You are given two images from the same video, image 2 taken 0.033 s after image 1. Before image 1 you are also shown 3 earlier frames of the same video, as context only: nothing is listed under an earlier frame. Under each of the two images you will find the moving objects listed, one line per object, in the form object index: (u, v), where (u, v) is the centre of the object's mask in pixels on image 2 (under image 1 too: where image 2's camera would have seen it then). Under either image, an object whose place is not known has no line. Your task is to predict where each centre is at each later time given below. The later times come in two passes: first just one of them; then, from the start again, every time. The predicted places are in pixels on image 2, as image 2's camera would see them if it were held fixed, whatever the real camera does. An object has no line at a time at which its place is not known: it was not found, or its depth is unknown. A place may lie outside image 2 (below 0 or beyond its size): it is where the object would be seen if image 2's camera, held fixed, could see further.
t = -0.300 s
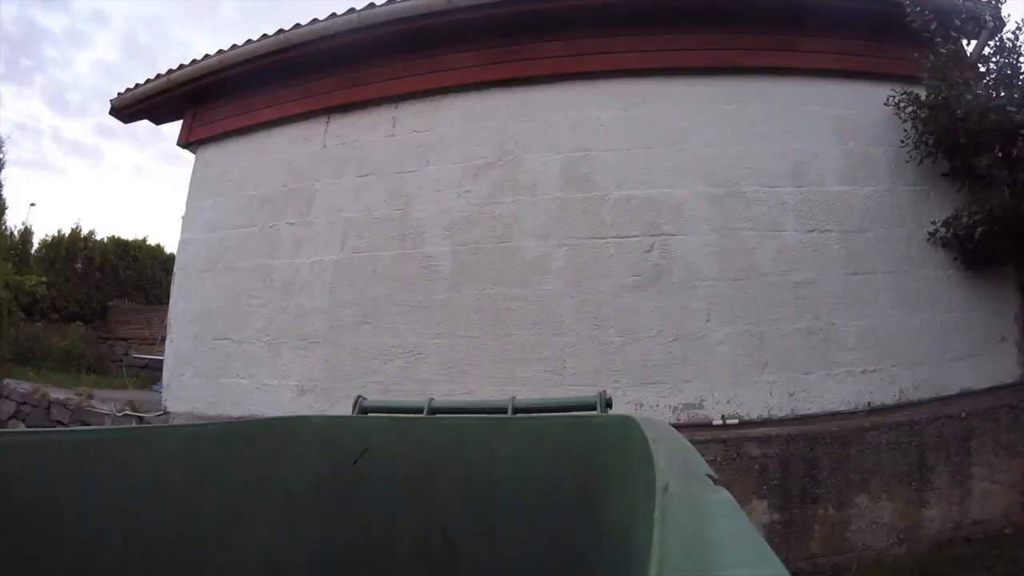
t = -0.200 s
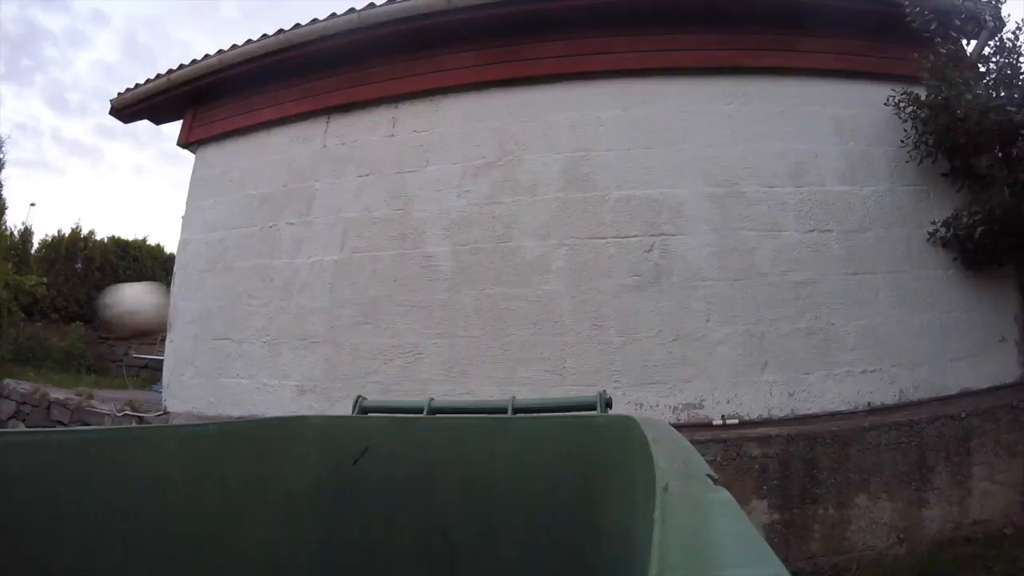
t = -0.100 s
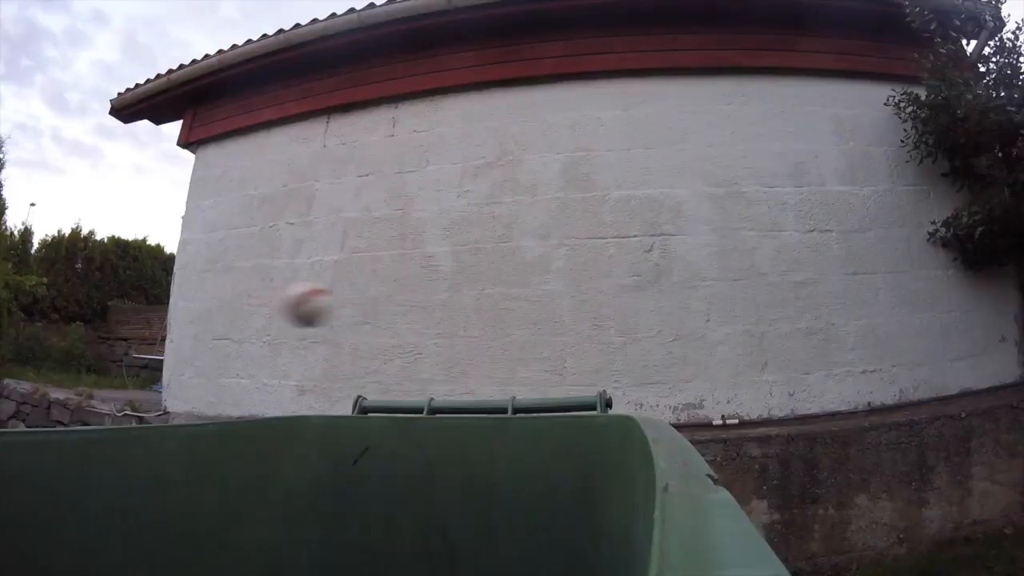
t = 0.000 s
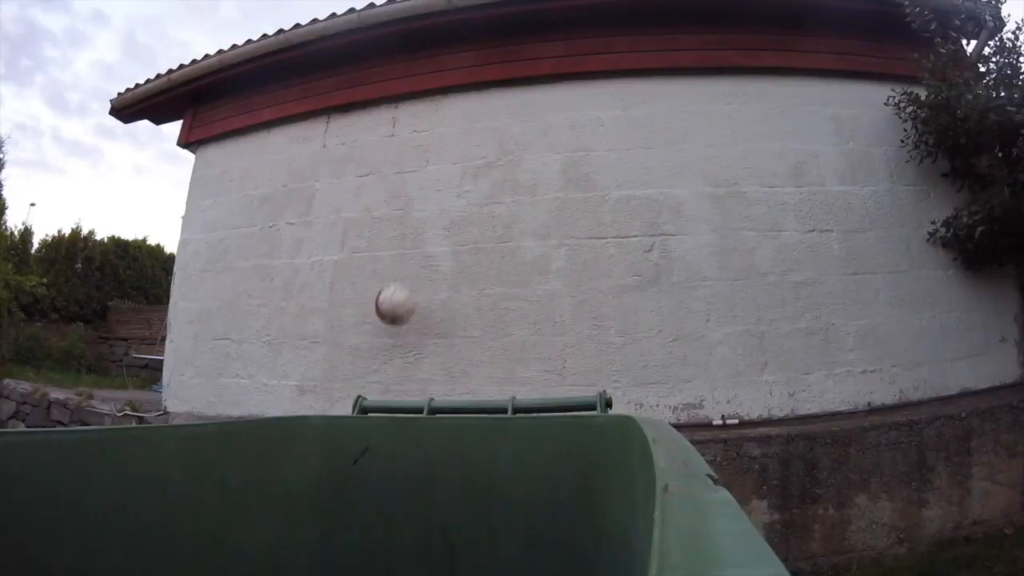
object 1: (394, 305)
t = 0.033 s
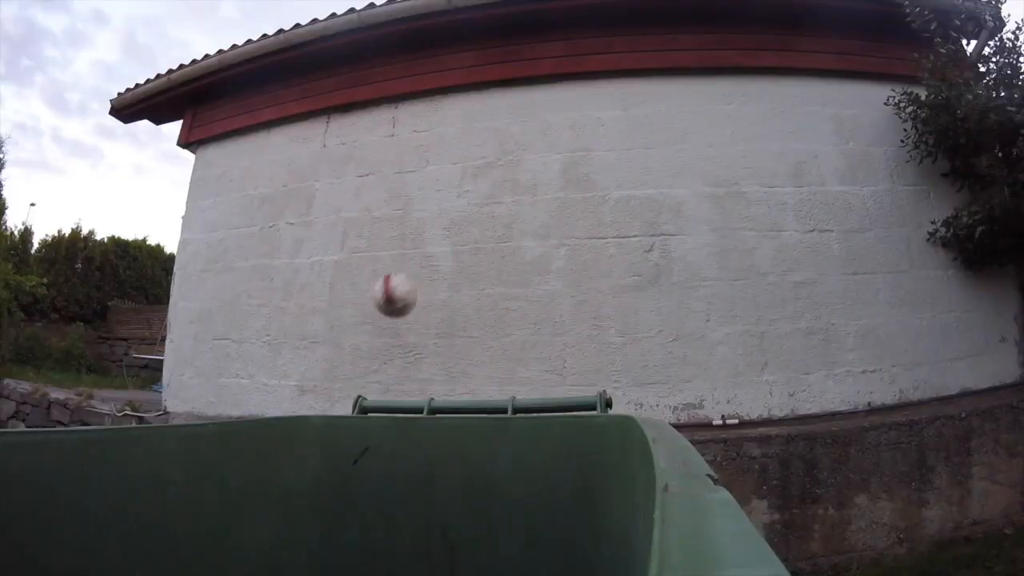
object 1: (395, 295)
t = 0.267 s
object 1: (388, 274)
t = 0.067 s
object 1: (394, 288)
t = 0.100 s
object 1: (395, 280)
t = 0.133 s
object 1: (395, 274)
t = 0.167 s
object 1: (395, 270)
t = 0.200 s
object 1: (393, 268)
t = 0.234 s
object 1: (390, 269)
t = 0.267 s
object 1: (388, 274)
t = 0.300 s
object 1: (385, 286)
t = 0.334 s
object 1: (378, 313)
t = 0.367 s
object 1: (371, 370)
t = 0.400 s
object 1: (359, 473)
